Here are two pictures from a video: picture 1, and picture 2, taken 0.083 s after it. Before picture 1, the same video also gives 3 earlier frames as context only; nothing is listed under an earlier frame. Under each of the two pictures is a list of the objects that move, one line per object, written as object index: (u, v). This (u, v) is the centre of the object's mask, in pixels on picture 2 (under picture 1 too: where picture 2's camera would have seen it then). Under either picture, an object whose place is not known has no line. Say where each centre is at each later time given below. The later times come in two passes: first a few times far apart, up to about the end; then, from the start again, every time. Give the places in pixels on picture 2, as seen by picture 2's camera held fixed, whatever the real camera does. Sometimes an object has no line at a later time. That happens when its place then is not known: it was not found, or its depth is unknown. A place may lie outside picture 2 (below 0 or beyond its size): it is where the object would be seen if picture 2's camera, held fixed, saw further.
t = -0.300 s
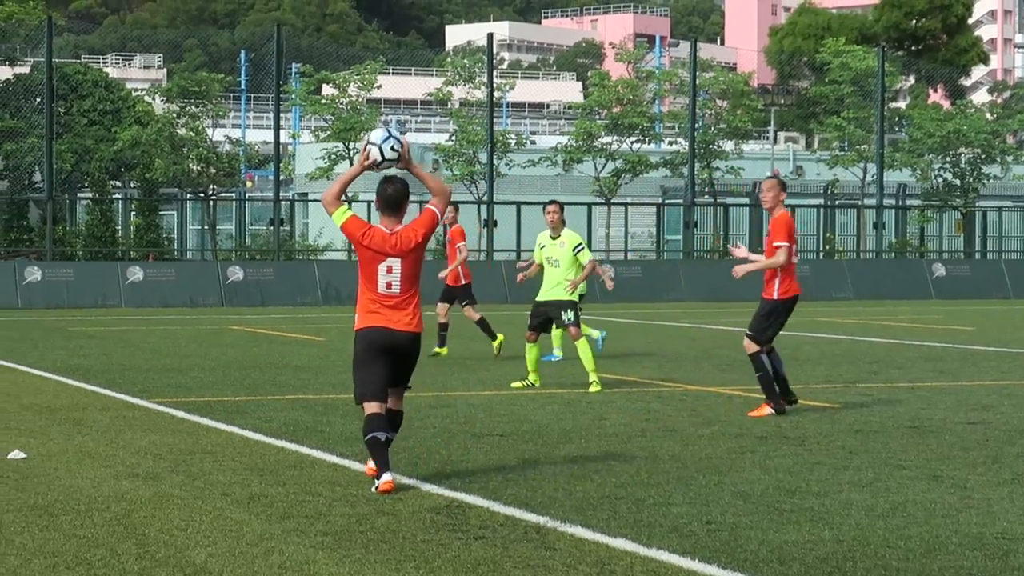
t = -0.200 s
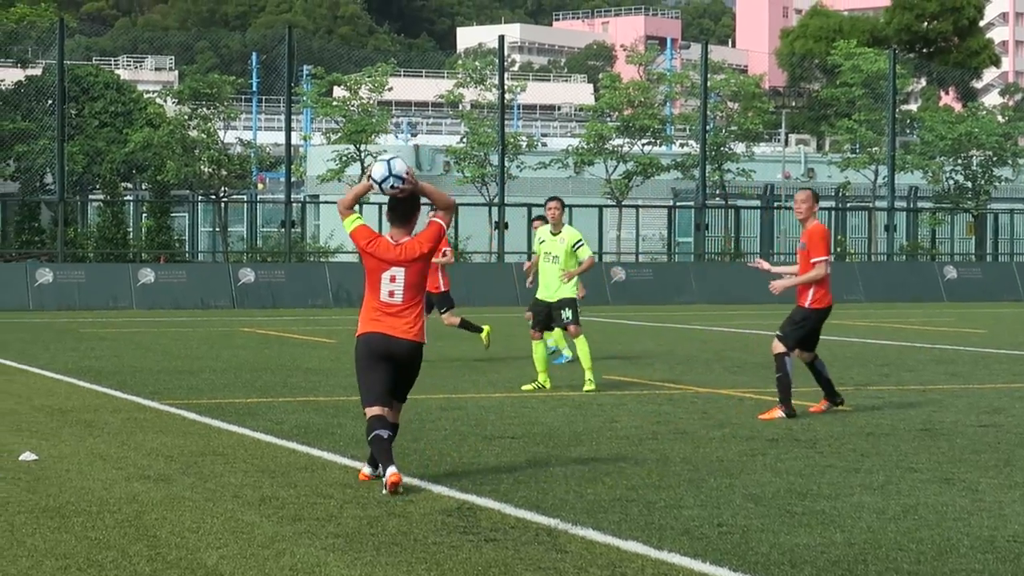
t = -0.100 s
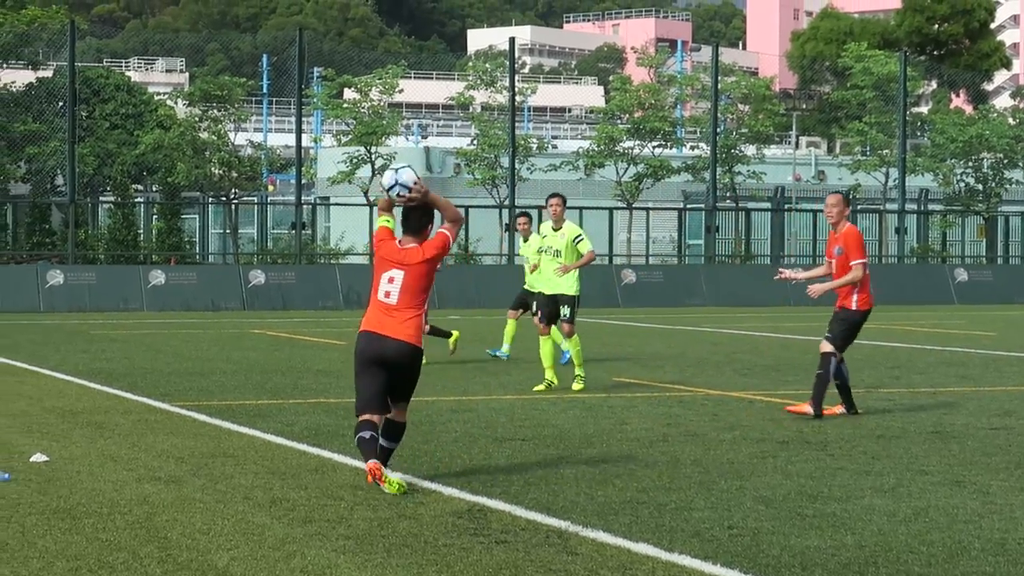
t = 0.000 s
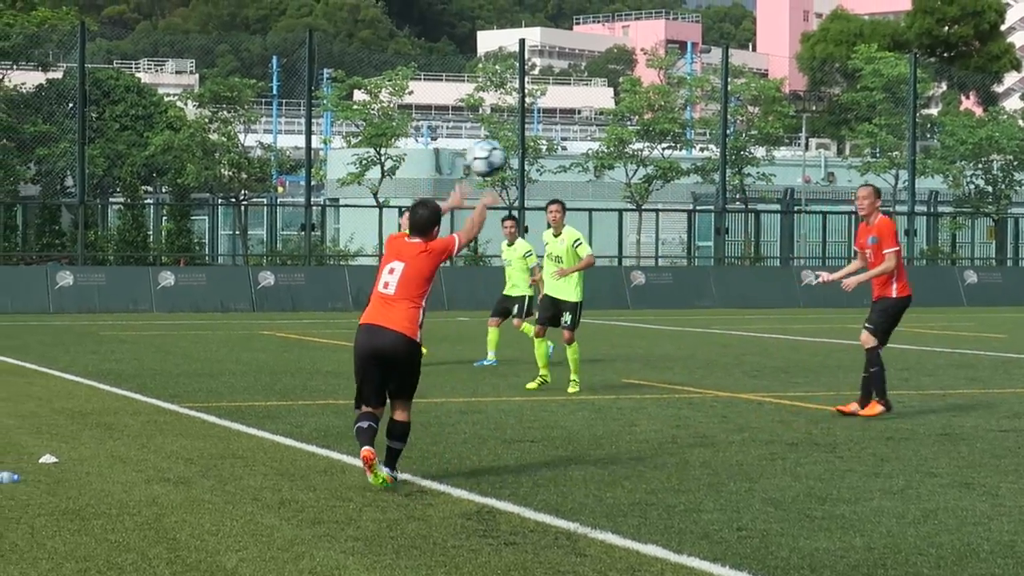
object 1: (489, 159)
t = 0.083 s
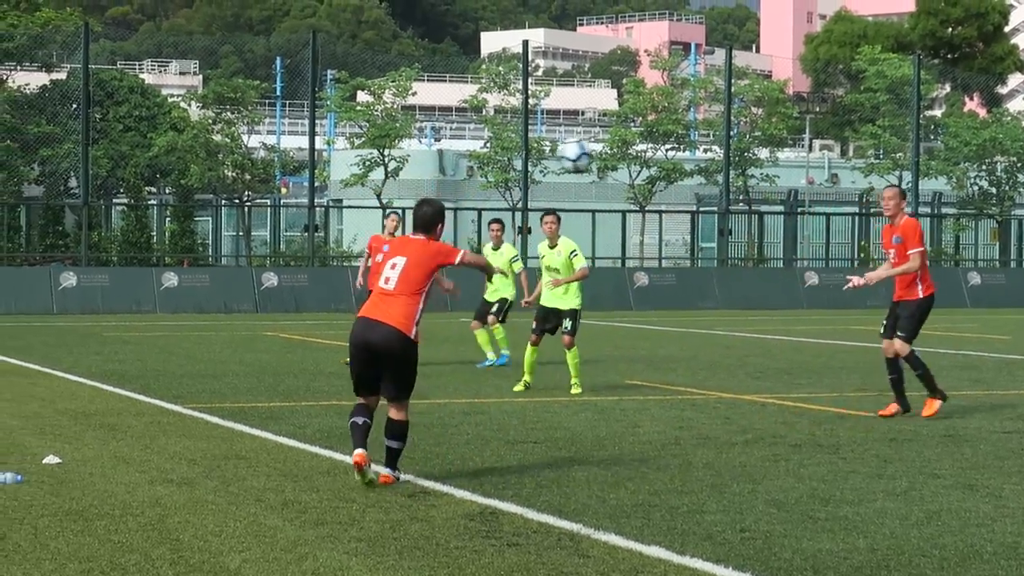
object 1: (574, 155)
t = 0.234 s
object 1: (707, 176)
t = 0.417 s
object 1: (840, 244)
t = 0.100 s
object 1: (591, 156)
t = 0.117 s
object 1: (607, 157)
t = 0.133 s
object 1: (622, 158)
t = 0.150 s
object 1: (637, 161)
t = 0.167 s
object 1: (651, 162)
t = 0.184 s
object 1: (665, 166)
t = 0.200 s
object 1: (680, 169)
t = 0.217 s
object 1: (694, 173)
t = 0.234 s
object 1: (707, 176)
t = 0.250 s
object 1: (722, 179)
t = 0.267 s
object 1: (734, 187)
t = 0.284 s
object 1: (747, 191)
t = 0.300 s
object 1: (758, 197)
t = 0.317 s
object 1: (770, 203)
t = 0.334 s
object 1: (783, 208)
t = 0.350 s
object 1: (795, 215)
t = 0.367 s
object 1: (805, 221)
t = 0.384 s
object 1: (818, 228)
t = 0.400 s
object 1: (829, 236)
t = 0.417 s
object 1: (840, 244)
